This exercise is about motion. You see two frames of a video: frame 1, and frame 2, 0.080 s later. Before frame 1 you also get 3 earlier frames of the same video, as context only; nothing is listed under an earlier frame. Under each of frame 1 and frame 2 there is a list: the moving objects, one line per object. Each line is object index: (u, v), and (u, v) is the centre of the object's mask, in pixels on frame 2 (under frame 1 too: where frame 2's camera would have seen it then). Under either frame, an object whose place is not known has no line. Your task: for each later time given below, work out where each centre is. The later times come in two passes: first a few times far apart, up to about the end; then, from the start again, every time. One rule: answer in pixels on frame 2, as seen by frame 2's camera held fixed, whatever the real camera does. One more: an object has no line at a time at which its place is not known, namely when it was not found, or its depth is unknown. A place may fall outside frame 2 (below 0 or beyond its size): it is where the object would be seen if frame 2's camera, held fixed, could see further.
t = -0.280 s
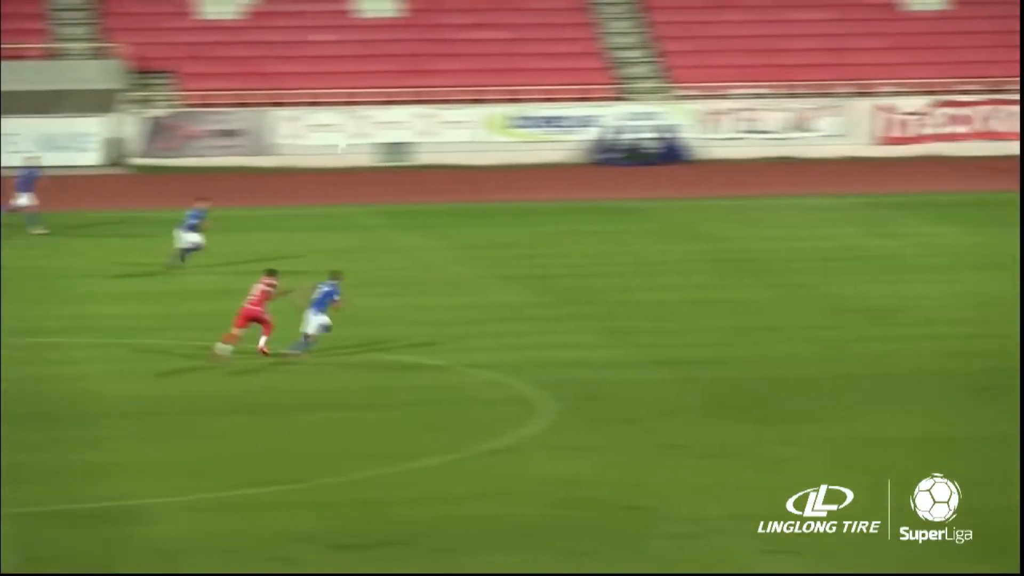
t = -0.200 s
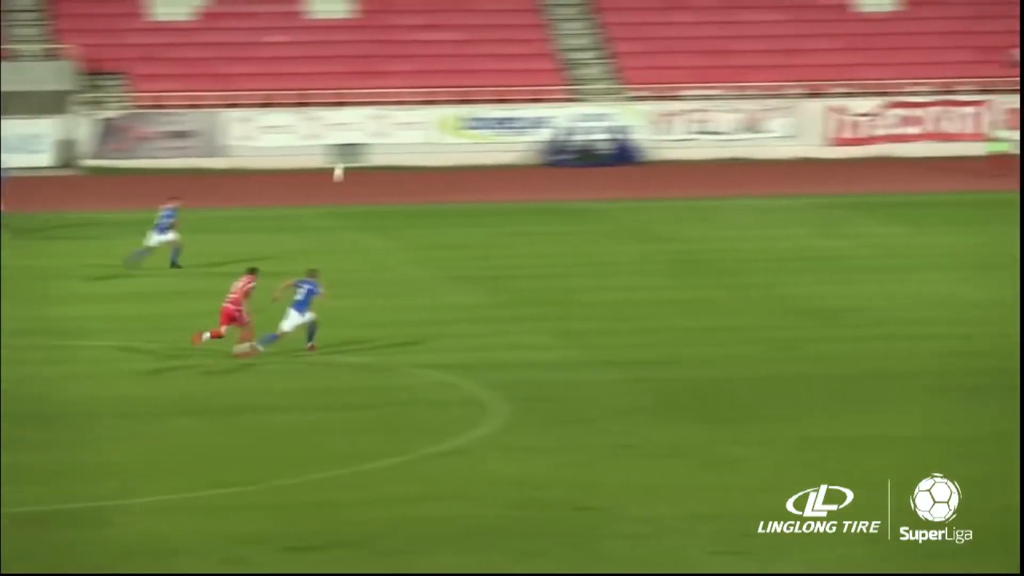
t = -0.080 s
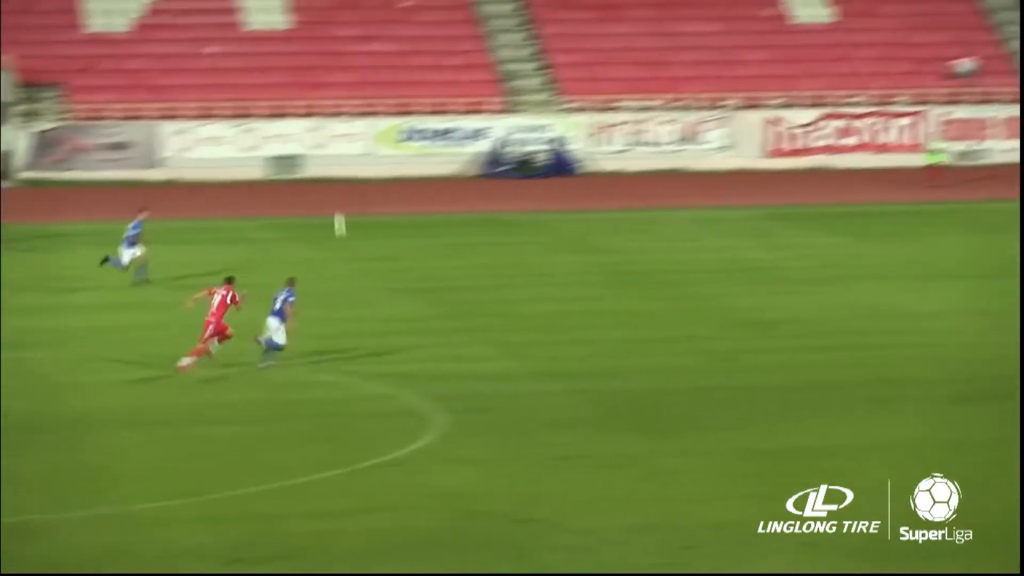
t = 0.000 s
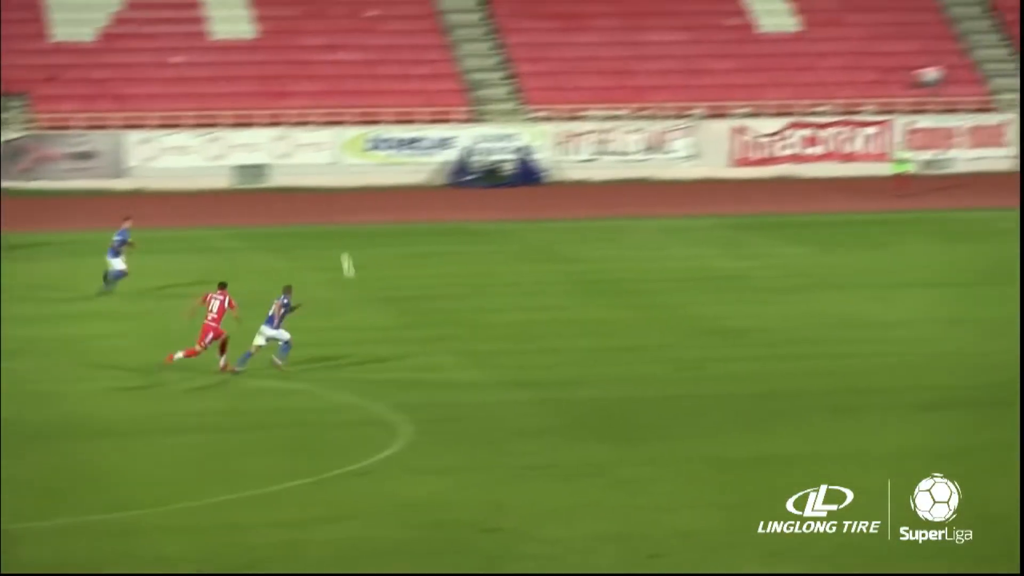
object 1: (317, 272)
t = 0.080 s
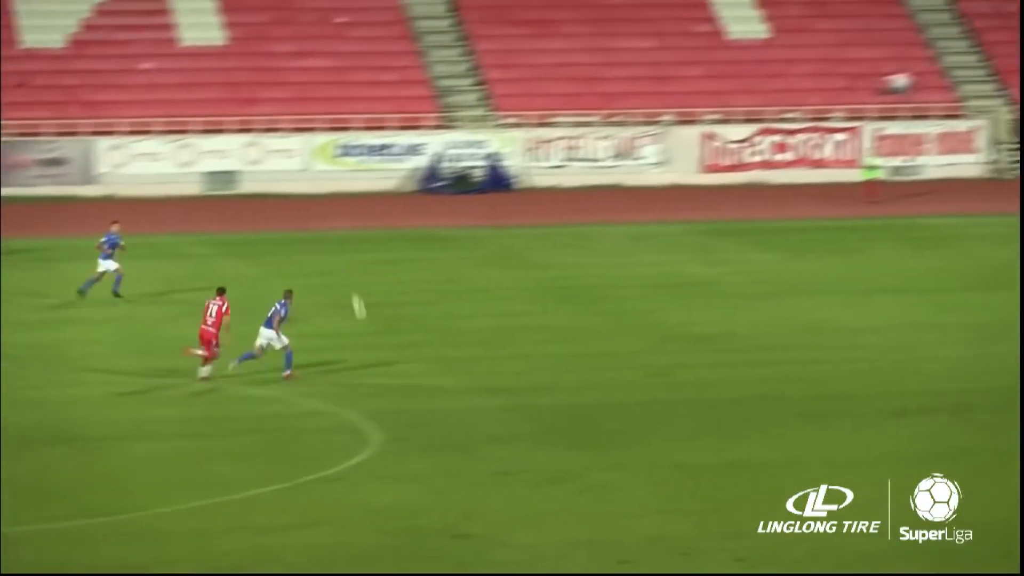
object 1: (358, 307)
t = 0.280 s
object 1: (434, 293)
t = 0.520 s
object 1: (511, 260)
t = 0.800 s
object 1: (600, 265)
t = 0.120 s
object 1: (379, 323)
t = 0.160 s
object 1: (395, 322)
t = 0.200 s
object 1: (408, 312)
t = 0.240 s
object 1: (421, 302)
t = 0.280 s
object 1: (434, 293)
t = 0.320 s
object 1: (447, 286)
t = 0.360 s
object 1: (460, 278)
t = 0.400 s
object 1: (473, 273)
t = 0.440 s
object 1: (486, 268)
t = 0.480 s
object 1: (499, 264)
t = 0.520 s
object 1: (511, 260)
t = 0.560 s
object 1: (525, 258)
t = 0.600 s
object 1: (536, 257)
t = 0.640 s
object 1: (549, 257)
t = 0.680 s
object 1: (562, 258)
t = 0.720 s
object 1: (575, 259)
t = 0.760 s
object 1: (588, 261)
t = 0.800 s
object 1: (600, 265)
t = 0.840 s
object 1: (613, 269)
